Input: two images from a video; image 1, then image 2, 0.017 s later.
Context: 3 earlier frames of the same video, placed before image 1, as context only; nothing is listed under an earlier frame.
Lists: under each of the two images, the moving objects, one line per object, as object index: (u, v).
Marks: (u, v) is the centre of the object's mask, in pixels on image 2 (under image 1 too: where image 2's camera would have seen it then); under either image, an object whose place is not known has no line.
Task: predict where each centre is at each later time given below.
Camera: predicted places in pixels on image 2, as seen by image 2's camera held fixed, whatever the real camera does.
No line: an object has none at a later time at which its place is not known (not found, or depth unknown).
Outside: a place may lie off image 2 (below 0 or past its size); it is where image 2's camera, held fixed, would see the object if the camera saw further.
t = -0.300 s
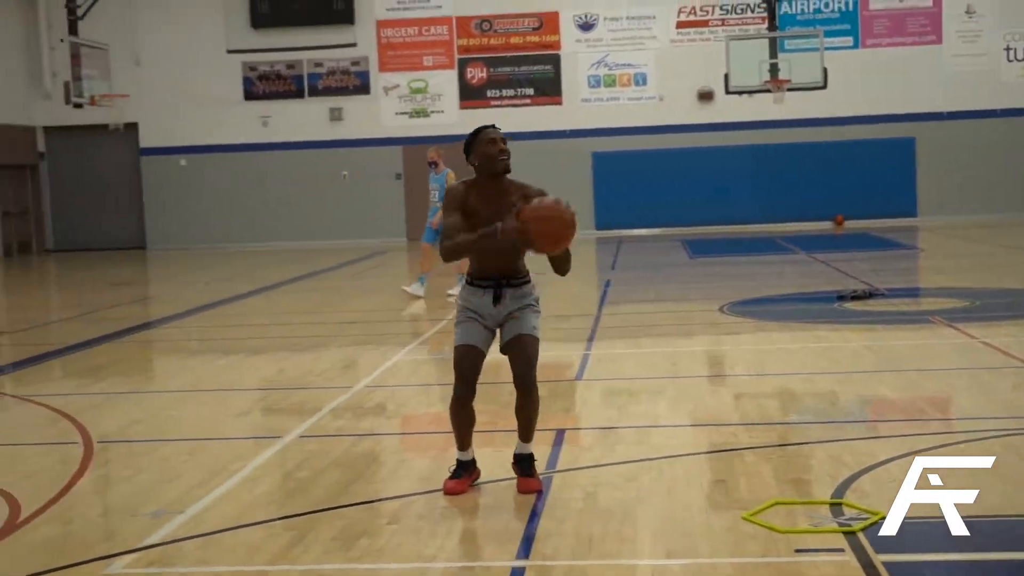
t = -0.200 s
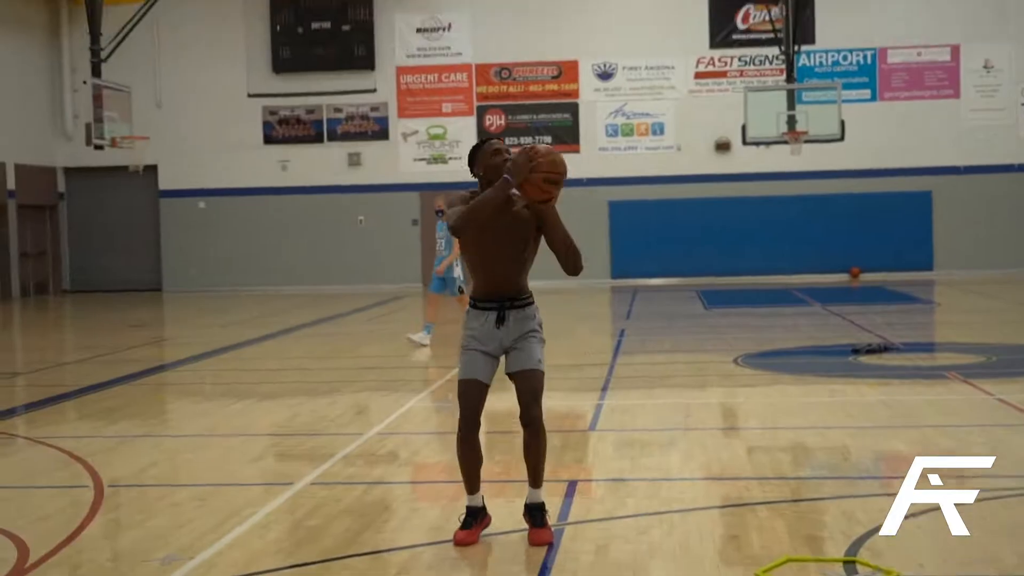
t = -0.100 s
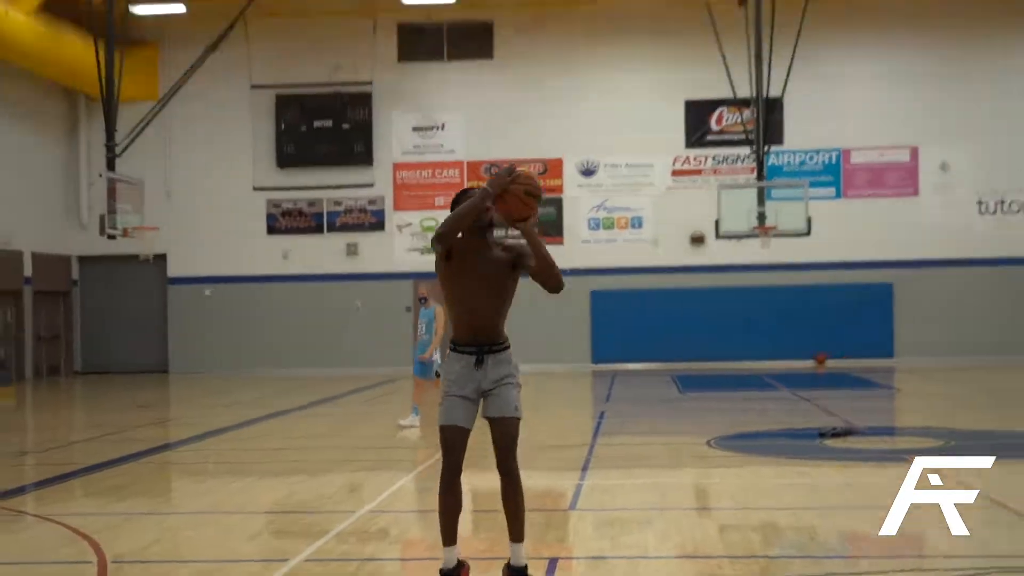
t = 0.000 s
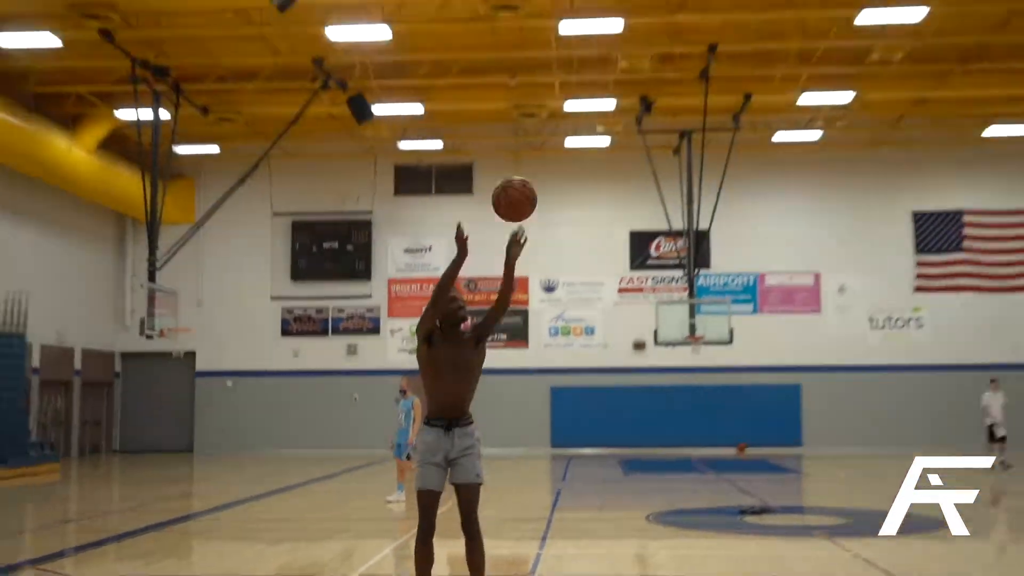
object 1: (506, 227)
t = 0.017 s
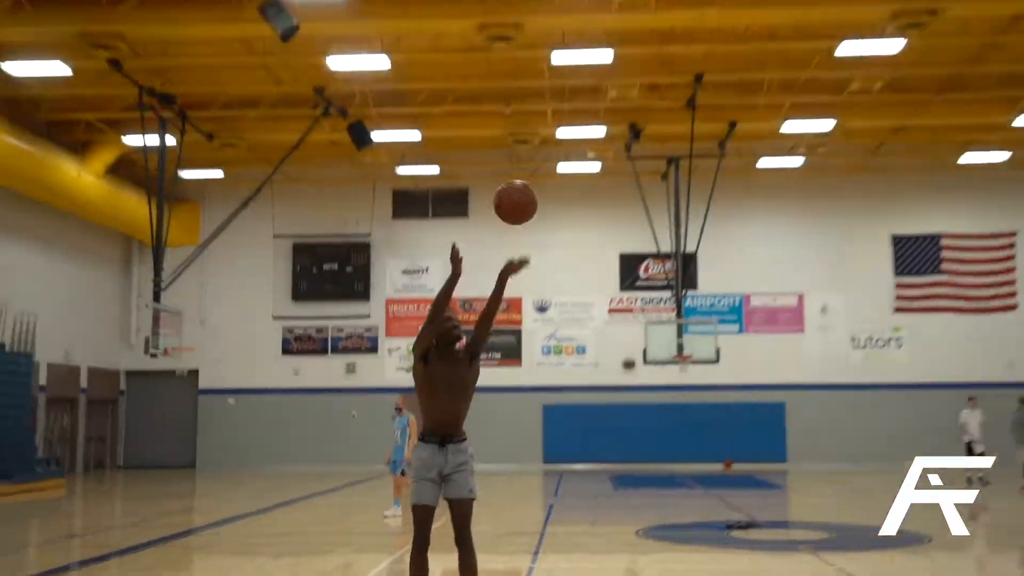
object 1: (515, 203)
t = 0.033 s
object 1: (525, 180)
